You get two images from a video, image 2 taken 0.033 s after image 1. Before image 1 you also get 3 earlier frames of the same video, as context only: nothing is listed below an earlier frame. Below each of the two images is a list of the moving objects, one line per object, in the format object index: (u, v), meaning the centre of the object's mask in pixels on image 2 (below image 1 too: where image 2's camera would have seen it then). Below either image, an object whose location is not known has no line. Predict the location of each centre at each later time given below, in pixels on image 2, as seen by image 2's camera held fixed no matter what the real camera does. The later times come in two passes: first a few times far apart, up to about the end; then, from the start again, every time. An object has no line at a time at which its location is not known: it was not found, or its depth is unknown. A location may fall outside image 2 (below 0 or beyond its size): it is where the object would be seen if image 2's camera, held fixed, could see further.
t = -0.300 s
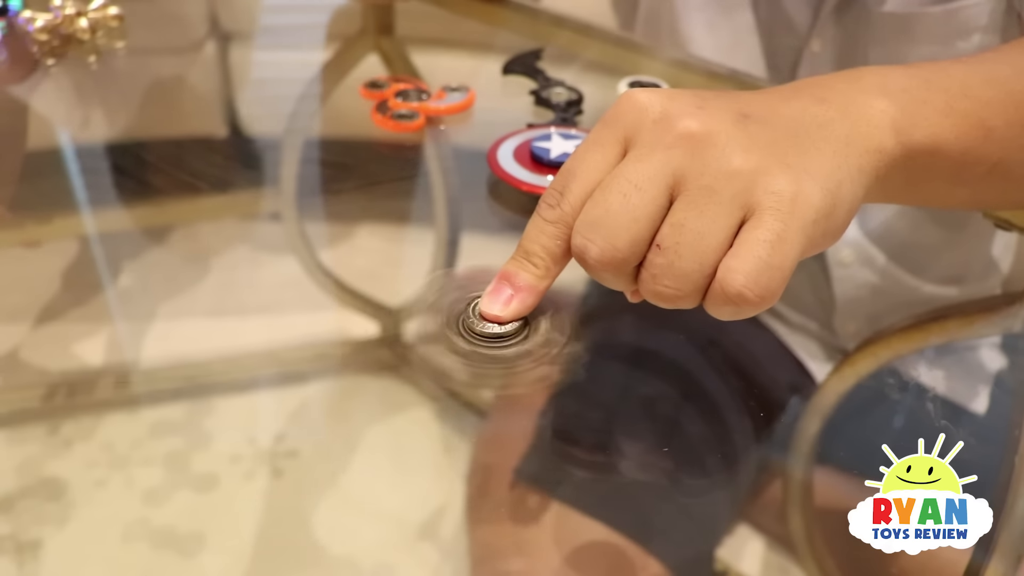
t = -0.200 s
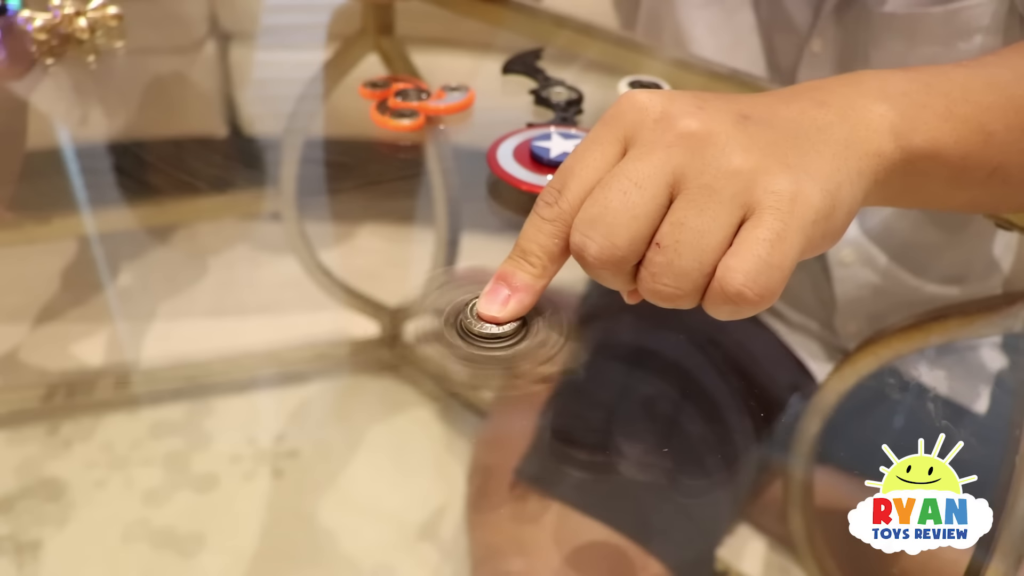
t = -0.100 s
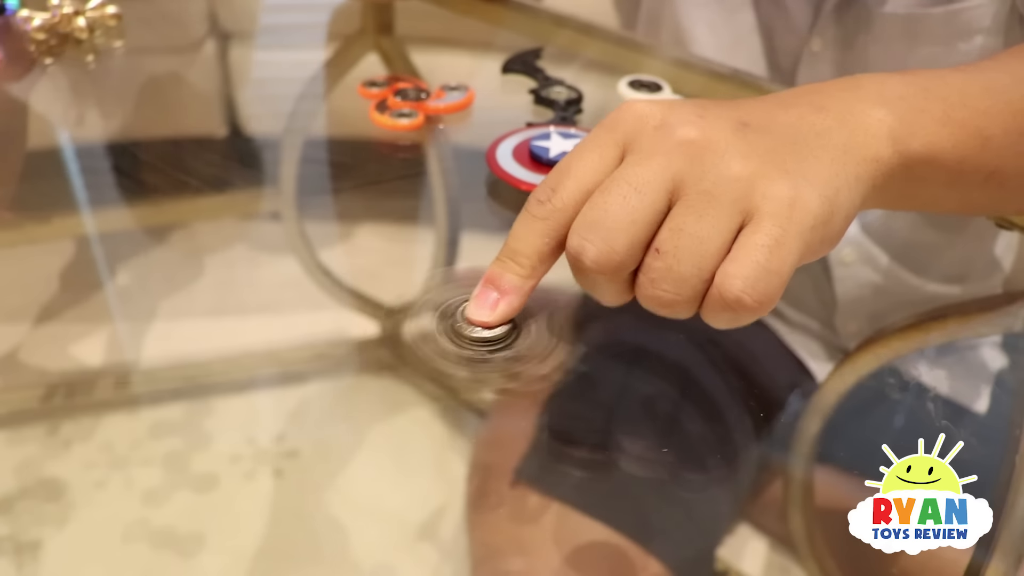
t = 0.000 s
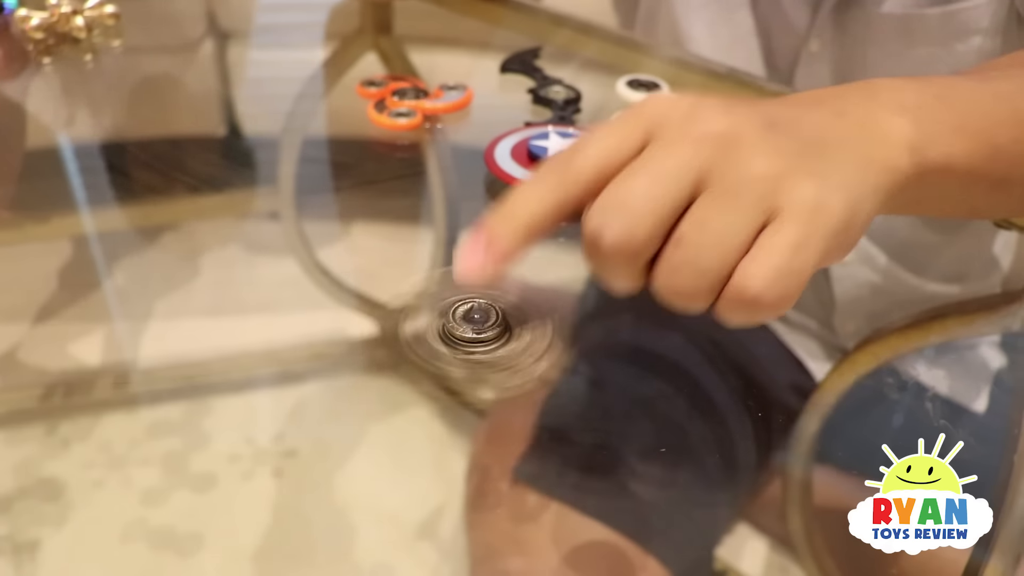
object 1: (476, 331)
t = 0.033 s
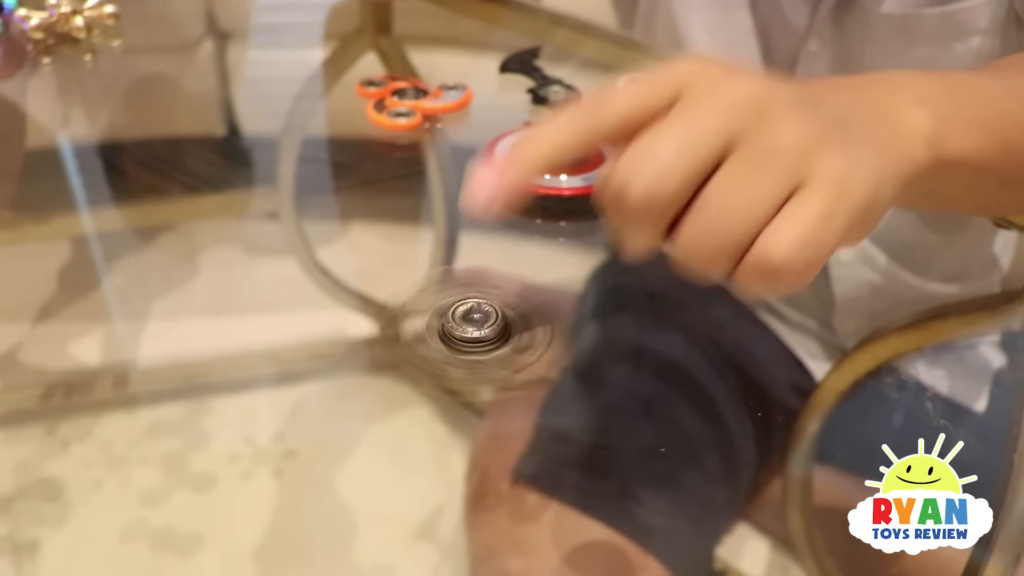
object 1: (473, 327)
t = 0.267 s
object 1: (475, 326)
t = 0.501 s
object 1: (473, 330)
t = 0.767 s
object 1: (473, 329)
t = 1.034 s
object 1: (471, 325)
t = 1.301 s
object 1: (473, 324)
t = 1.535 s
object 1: (473, 327)
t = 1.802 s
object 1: (471, 327)
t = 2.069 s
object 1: (468, 326)
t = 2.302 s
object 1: (470, 326)
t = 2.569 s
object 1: (468, 327)
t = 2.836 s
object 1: (471, 329)
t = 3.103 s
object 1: (469, 325)
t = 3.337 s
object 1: (469, 325)
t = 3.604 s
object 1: (470, 325)
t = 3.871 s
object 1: (470, 325)
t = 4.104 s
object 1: (469, 322)
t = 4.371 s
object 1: (468, 321)
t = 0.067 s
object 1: (474, 327)
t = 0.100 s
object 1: (476, 330)
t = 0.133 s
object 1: (475, 329)
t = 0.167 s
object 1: (477, 331)
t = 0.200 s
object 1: (474, 327)
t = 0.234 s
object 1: (475, 327)
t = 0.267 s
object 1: (475, 326)
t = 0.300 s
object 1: (474, 327)
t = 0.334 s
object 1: (475, 327)
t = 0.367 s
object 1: (471, 328)
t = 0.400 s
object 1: (476, 327)
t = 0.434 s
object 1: (474, 328)
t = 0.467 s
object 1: (475, 328)
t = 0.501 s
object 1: (473, 330)
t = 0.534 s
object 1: (474, 328)
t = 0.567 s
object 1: (473, 326)
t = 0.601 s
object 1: (472, 329)
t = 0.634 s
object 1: (474, 327)
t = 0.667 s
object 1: (470, 328)
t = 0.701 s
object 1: (472, 330)
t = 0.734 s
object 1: (471, 326)
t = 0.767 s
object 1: (473, 329)
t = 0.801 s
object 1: (471, 326)
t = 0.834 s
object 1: (471, 327)
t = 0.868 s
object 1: (473, 328)
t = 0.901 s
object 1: (473, 326)
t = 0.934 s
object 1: (472, 328)
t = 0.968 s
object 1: (471, 325)
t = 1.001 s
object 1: (472, 327)
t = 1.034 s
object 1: (471, 325)
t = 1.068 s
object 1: (471, 325)
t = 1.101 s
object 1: (471, 327)
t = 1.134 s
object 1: (470, 325)
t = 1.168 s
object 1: (473, 325)
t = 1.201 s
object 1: (471, 326)
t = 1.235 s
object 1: (473, 325)
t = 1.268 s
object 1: (470, 323)
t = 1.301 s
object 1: (473, 324)
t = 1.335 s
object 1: (471, 323)
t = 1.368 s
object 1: (472, 326)
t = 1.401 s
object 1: (471, 326)
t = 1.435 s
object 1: (474, 326)
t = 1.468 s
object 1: (472, 326)
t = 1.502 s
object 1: (470, 324)
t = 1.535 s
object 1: (473, 327)
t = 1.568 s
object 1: (470, 325)
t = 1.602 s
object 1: (473, 324)
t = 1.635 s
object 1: (470, 324)
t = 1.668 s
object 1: (471, 325)
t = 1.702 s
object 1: (471, 327)
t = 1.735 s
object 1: (471, 326)
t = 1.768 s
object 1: (470, 327)
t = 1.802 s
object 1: (471, 327)
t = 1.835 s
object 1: (472, 328)
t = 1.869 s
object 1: (472, 326)
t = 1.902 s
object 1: (472, 328)
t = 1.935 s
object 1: (472, 328)
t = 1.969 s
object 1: (473, 327)
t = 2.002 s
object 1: (470, 326)
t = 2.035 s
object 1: (471, 329)
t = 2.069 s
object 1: (468, 326)
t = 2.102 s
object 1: (471, 327)
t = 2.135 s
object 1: (470, 328)
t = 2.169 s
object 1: (470, 329)
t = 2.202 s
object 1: (470, 327)
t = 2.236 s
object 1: (468, 326)
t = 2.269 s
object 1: (468, 330)
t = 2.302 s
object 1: (470, 326)
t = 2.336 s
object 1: (471, 330)
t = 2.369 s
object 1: (472, 328)
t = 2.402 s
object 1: (469, 328)
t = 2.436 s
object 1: (469, 326)
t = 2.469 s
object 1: (471, 326)
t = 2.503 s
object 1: (468, 325)
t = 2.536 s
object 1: (470, 327)
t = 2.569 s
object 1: (468, 327)
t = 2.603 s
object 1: (469, 325)
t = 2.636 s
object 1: (468, 327)
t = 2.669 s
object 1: (472, 328)
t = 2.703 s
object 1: (470, 327)
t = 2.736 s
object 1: (468, 324)
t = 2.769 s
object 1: (469, 325)
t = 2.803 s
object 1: (470, 326)
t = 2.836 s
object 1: (471, 329)
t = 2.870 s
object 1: (468, 326)
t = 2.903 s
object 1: (469, 329)
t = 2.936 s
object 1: (468, 326)
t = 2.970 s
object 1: (469, 329)
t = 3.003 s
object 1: (471, 325)
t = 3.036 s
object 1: (469, 328)
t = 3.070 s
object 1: (470, 323)
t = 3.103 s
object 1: (469, 325)
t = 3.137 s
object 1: (470, 323)
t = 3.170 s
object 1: (468, 325)
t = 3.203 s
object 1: (469, 324)
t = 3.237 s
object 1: (470, 325)
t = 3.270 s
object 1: (469, 325)
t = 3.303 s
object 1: (470, 325)
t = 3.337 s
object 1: (469, 325)
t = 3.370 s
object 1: (468, 324)
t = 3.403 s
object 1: (469, 325)
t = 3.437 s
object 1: (468, 324)
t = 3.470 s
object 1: (468, 326)
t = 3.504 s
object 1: (470, 326)
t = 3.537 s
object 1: (470, 325)
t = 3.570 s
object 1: (467, 325)
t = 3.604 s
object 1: (470, 325)
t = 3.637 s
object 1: (467, 325)
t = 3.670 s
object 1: (470, 323)
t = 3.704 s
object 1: (468, 324)
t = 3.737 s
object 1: (469, 324)
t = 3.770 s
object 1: (470, 324)
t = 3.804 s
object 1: (469, 325)
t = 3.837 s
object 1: (470, 324)
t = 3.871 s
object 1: (470, 325)
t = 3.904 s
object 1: (470, 324)
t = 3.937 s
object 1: (468, 324)
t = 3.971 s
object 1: (470, 323)
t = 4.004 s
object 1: (468, 324)
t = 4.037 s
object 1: (470, 323)
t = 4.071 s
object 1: (467, 324)
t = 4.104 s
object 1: (469, 322)
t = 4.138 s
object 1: (467, 323)
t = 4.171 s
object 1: (470, 321)
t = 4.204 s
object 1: (470, 323)
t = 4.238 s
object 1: (468, 321)
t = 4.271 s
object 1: (468, 322)
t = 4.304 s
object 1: (468, 321)
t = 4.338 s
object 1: (467, 321)
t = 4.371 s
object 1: (468, 321)
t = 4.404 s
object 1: (468, 320)
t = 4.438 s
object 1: (468, 319)
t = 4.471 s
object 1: (468, 319)
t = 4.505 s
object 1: (469, 321)
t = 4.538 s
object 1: (468, 317)
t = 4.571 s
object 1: (469, 315)
